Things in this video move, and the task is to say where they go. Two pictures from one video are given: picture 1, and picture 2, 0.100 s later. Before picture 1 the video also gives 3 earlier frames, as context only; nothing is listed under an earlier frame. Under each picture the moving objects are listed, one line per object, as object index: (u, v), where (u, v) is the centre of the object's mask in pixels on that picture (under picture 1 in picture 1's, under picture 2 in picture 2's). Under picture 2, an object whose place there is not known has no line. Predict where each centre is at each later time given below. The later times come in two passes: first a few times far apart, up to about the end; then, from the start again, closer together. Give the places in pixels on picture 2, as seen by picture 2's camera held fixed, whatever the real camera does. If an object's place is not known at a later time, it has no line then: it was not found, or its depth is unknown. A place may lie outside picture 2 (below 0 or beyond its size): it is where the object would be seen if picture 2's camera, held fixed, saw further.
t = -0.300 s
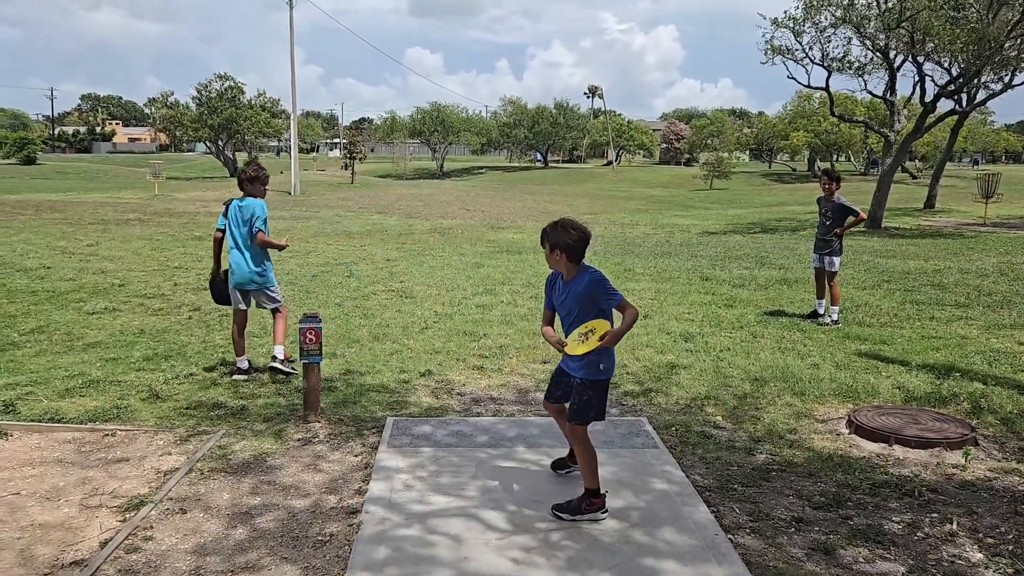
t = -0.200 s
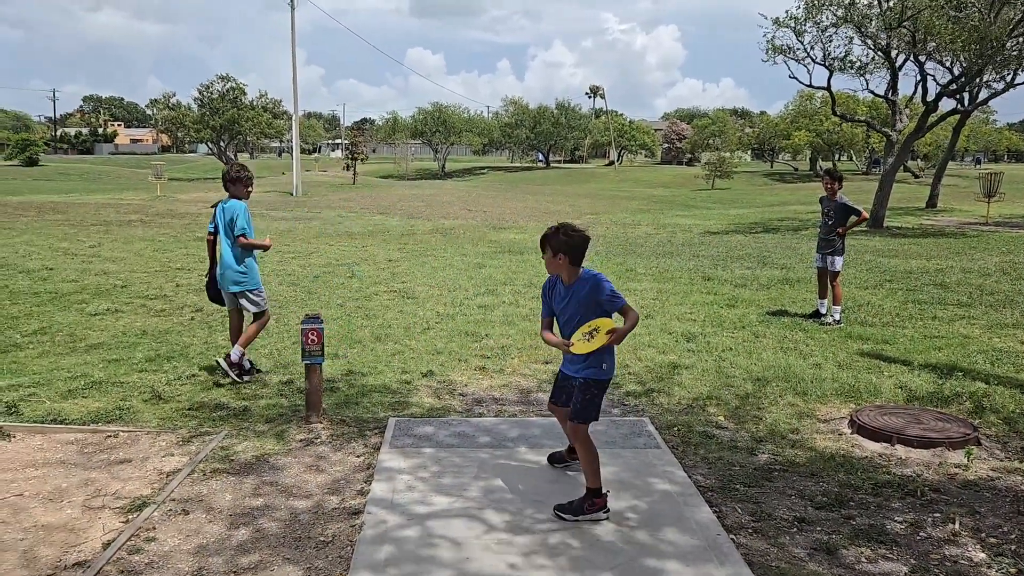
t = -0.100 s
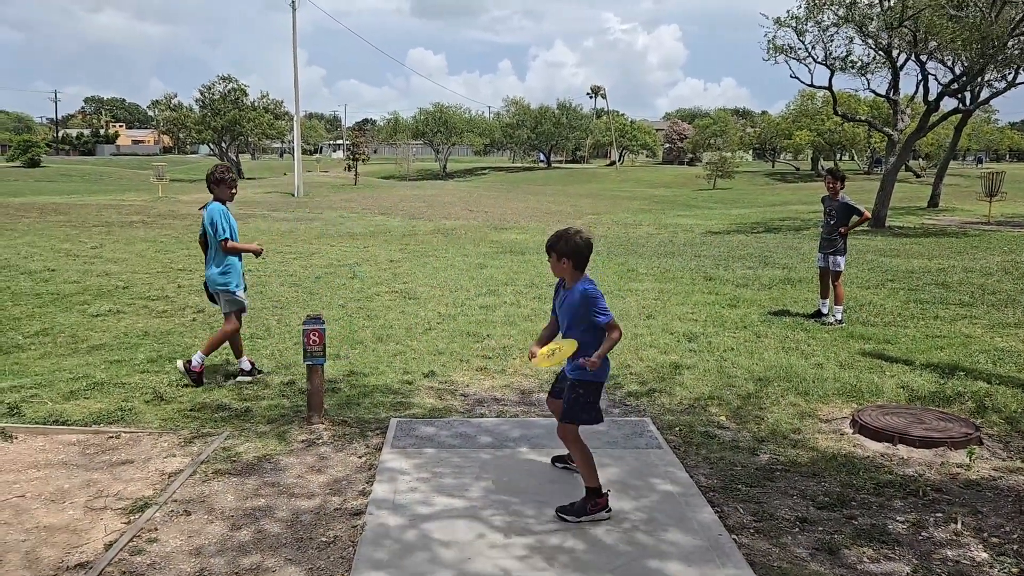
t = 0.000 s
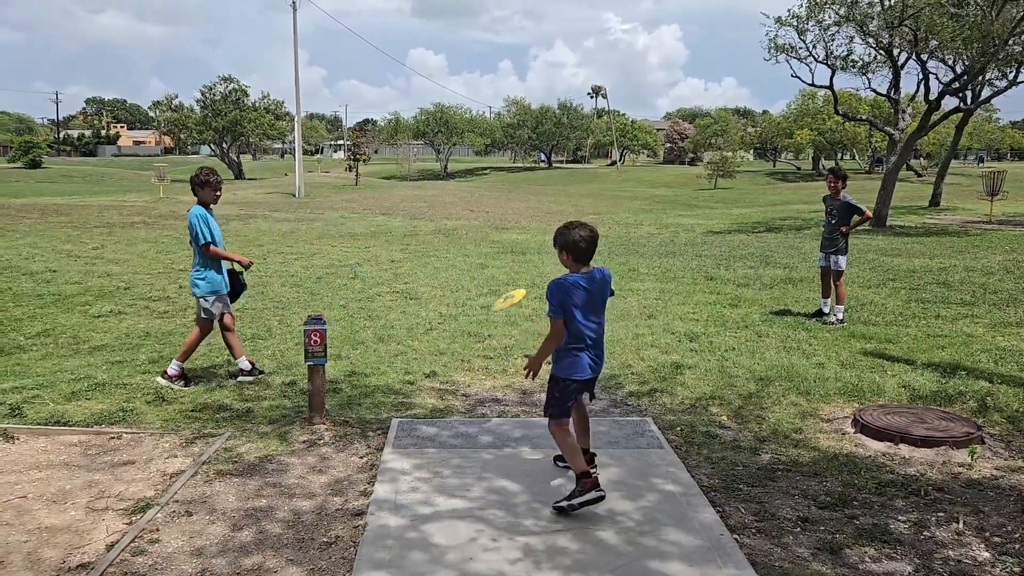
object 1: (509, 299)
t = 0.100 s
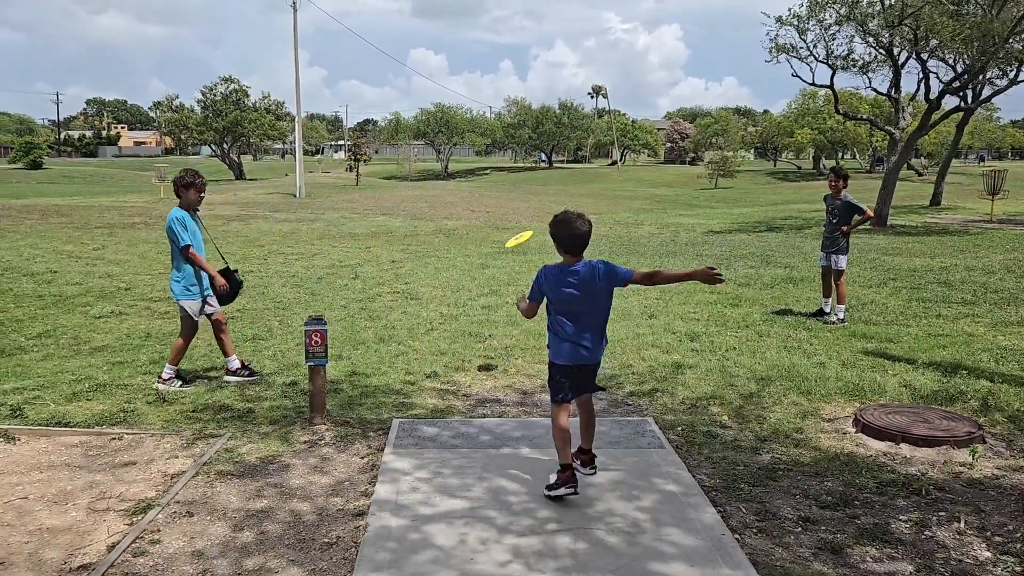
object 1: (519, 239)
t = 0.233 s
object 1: (528, 206)
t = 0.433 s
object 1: (530, 194)
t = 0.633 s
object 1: (523, 197)
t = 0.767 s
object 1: (516, 204)
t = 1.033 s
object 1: (497, 226)
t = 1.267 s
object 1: (487, 224)
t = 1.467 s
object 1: (493, 217)
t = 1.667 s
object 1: (503, 218)
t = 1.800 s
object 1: (511, 222)
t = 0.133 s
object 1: (522, 227)
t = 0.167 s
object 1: (524, 218)
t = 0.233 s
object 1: (528, 206)
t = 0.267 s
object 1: (528, 202)
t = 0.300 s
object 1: (529, 199)
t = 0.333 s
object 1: (530, 197)
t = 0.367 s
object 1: (530, 195)
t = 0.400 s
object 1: (530, 194)
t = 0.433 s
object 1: (530, 194)
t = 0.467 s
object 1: (529, 194)
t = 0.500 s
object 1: (528, 193)
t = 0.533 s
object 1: (527, 194)
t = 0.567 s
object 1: (525, 194)
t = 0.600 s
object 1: (524, 195)
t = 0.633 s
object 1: (523, 197)
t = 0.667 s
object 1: (521, 198)
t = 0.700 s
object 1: (520, 200)
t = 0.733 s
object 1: (518, 202)
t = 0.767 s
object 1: (516, 204)
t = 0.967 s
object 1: (503, 219)
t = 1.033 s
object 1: (497, 226)
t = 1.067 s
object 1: (495, 229)
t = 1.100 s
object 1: (492, 231)
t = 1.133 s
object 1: (489, 233)
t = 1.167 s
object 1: (487, 230)
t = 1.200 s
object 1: (487, 228)
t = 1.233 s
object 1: (486, 227)
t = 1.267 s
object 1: (487, 224)
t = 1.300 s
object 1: (488, 222)
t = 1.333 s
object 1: (488, 221)
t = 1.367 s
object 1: (489, 219)
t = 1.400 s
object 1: (490, 218)
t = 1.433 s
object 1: (491, 217)
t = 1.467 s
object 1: (493, 217)
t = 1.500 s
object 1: (494, 216)
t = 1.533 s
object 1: (495, 216)
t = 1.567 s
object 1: (497, 216)
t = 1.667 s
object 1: (503, 218)
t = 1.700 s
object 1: (505, 219)
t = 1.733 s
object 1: (507, 220)
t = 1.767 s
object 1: (509, 221)
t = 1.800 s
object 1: (511, 222)
